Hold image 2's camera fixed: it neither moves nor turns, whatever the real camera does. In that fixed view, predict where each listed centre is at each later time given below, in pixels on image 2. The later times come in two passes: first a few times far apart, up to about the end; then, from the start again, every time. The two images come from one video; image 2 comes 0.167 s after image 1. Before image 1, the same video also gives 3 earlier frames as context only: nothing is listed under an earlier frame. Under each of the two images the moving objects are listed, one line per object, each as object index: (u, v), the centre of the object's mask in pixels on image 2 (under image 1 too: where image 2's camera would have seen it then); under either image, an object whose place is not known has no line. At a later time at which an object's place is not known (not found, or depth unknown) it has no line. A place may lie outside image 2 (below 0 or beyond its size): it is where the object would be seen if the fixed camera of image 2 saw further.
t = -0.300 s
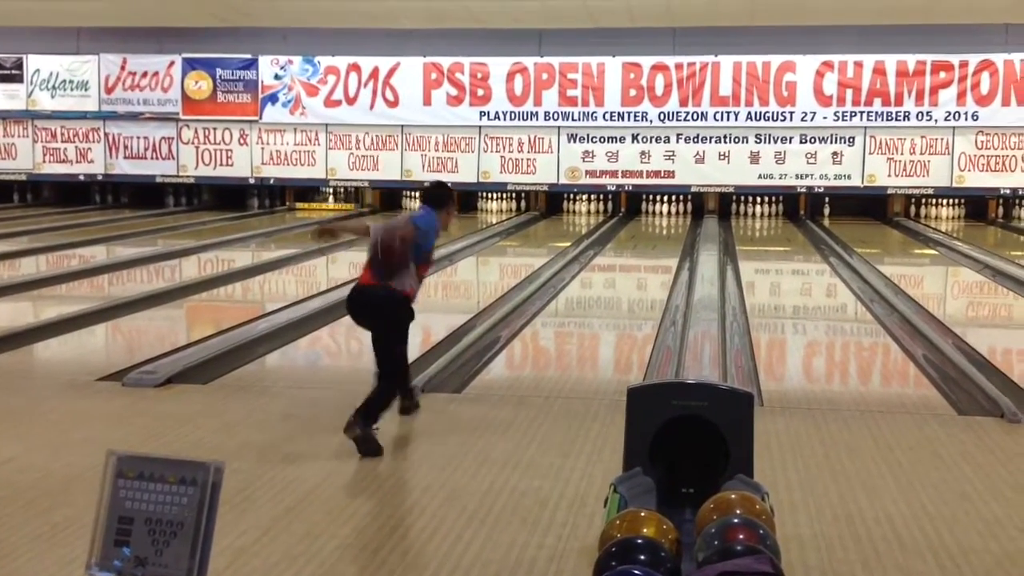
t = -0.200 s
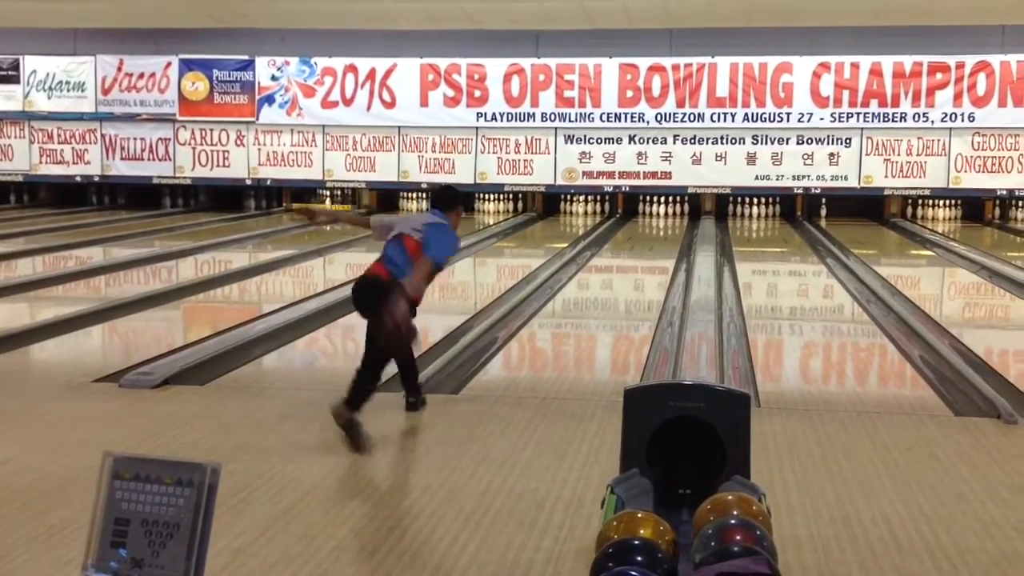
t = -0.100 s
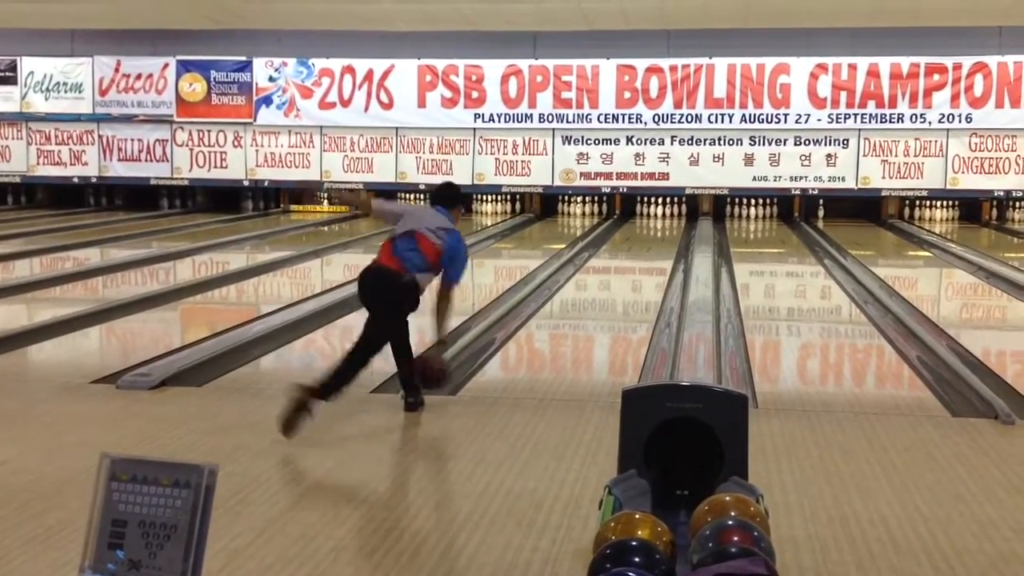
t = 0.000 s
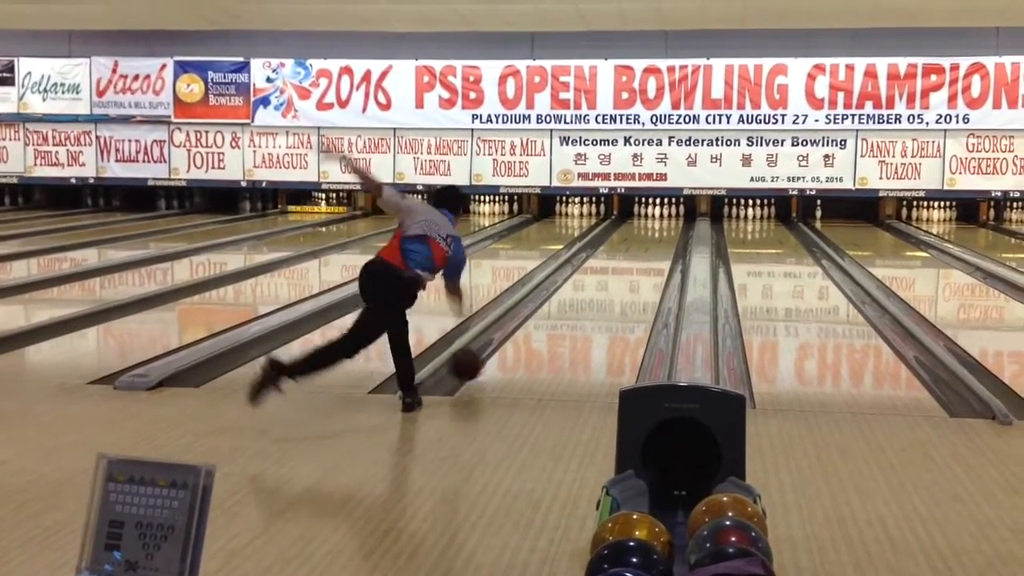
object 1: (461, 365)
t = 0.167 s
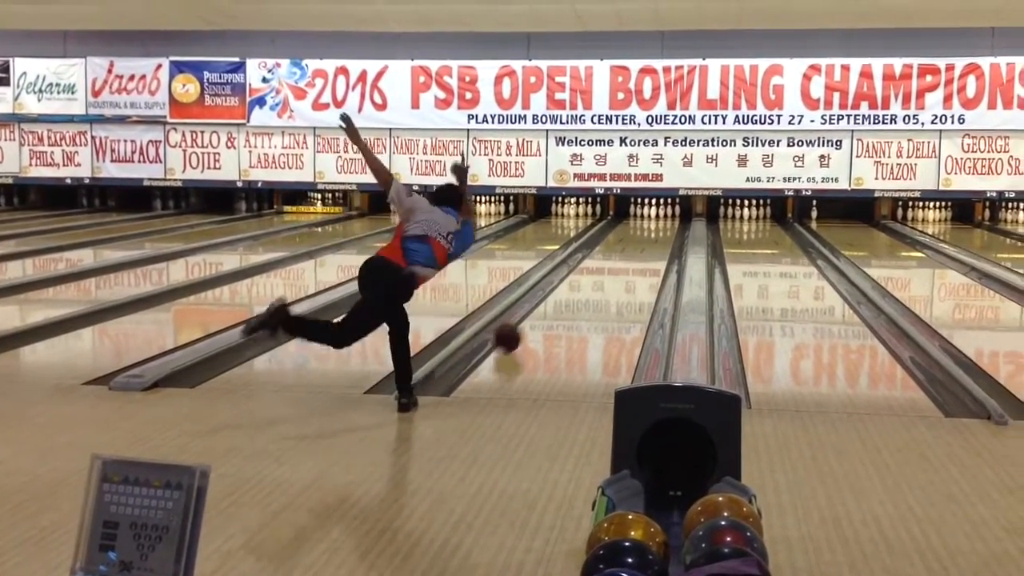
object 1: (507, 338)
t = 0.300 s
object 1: (535, 317)
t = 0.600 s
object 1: (580, 285)
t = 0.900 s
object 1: (610, 262)
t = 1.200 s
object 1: (630, 246)
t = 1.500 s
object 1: (644, 234)
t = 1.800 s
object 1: (653, 225)
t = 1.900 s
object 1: (654, 222)
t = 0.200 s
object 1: (515, 332)
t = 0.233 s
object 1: (522, 326)
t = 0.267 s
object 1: (528, 322)
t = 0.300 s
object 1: (535, 317)
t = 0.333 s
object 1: (541, 313)
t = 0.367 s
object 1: (547, 308)
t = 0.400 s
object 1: (553, 305)
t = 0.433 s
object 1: (558, 301)
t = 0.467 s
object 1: (563, 298)
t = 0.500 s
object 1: (567, 294)
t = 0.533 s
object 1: (572, 291)
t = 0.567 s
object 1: (576, 288)
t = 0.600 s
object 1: (580, 285)
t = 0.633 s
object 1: (584, 282)
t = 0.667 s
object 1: (588, 279)
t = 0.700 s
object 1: (591, 276)
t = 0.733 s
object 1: (595, 274)
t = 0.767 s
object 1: (598, 272)
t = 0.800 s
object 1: (601, 269)
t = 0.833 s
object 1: (604, 267)
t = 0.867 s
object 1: (607, 265)
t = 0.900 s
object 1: (610, 262)
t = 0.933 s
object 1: (612, 261)
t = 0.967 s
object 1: (615, 259)
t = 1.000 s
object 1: (617, 257)
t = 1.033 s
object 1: (619, 255)
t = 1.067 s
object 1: (622, 253)
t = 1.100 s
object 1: (624, 251)
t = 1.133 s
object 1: (626, 250)
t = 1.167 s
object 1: (628, 248)
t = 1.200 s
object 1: (630, 246)
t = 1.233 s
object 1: (632, 245)
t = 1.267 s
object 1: (634, 243)
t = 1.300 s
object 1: (636, 242)
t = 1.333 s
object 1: (637, 241)
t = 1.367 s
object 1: (638, 239)
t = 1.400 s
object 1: (640, 238)
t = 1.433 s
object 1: (642, 237)
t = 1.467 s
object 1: (643, 236)
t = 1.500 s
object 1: (644, 234)
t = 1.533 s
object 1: (646, 233)
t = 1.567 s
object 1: (647, 232)
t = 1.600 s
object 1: (648, 231)
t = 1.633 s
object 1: (649, 229)
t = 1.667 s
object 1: (650, 229)
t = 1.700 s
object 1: (650, 228)
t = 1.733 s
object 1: (651, 227)
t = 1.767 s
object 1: (652, 226)
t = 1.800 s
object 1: (653, 225)
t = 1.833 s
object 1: (653, 224)
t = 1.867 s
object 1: (654, 223)
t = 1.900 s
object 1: (654, 222)
